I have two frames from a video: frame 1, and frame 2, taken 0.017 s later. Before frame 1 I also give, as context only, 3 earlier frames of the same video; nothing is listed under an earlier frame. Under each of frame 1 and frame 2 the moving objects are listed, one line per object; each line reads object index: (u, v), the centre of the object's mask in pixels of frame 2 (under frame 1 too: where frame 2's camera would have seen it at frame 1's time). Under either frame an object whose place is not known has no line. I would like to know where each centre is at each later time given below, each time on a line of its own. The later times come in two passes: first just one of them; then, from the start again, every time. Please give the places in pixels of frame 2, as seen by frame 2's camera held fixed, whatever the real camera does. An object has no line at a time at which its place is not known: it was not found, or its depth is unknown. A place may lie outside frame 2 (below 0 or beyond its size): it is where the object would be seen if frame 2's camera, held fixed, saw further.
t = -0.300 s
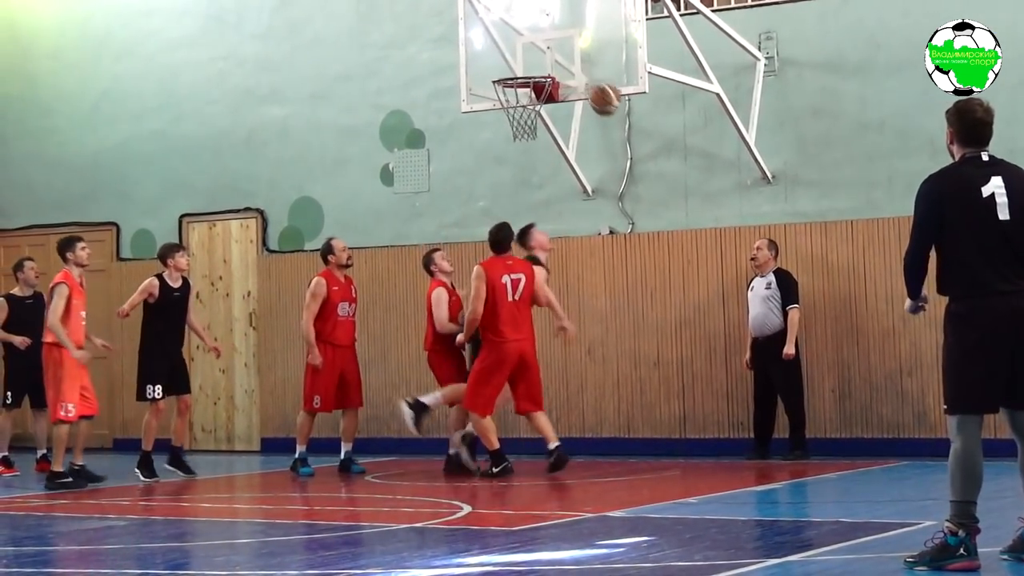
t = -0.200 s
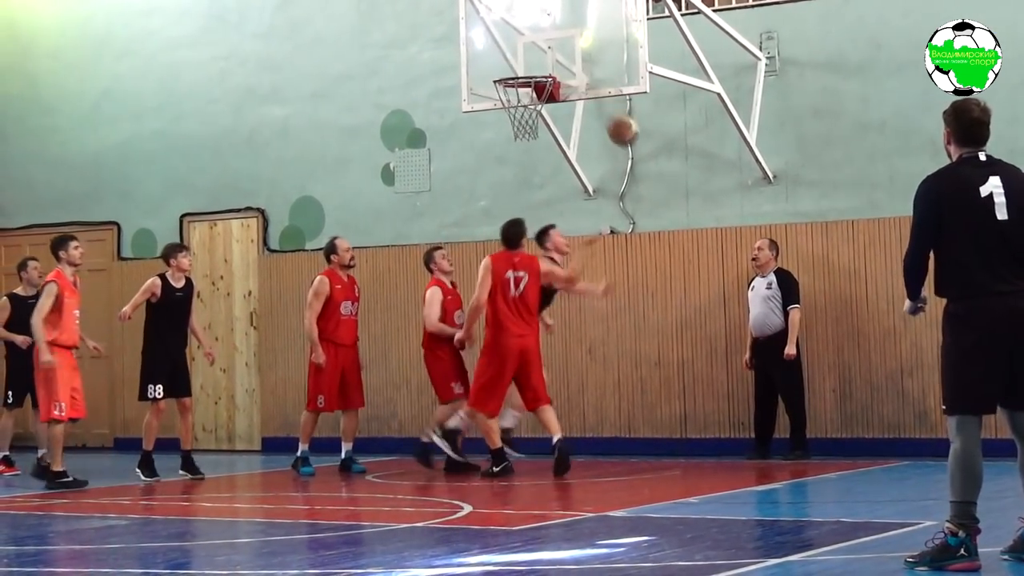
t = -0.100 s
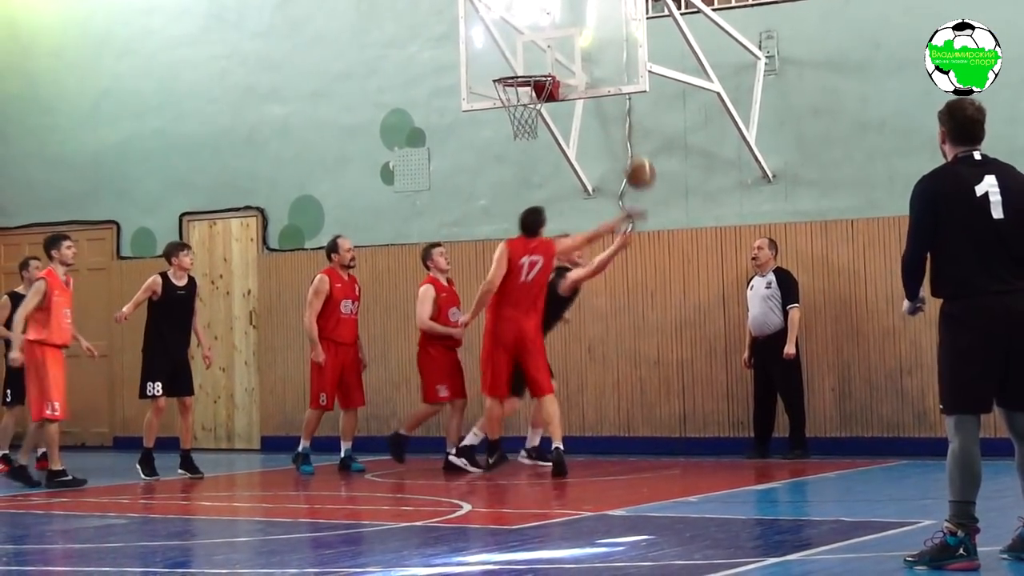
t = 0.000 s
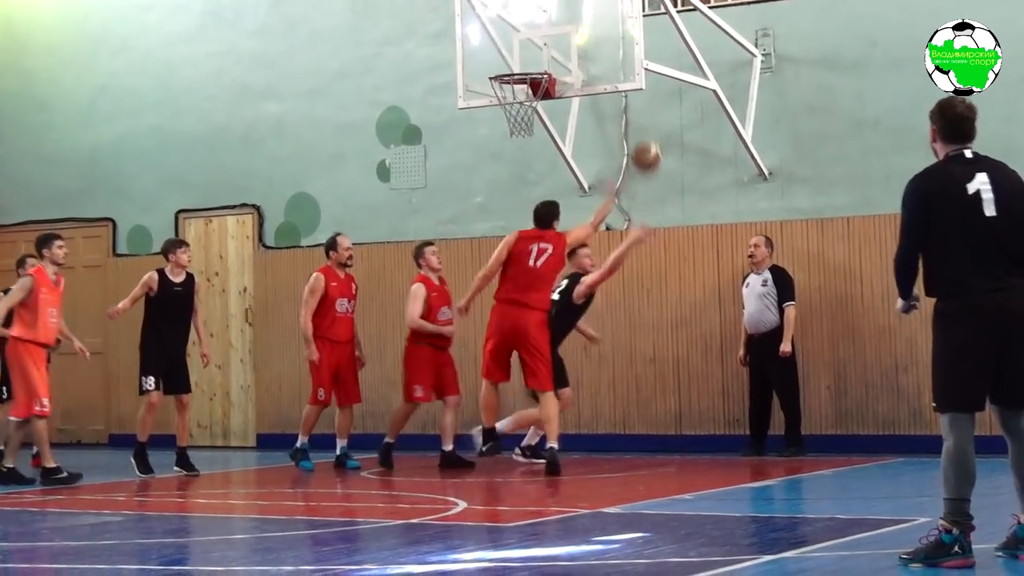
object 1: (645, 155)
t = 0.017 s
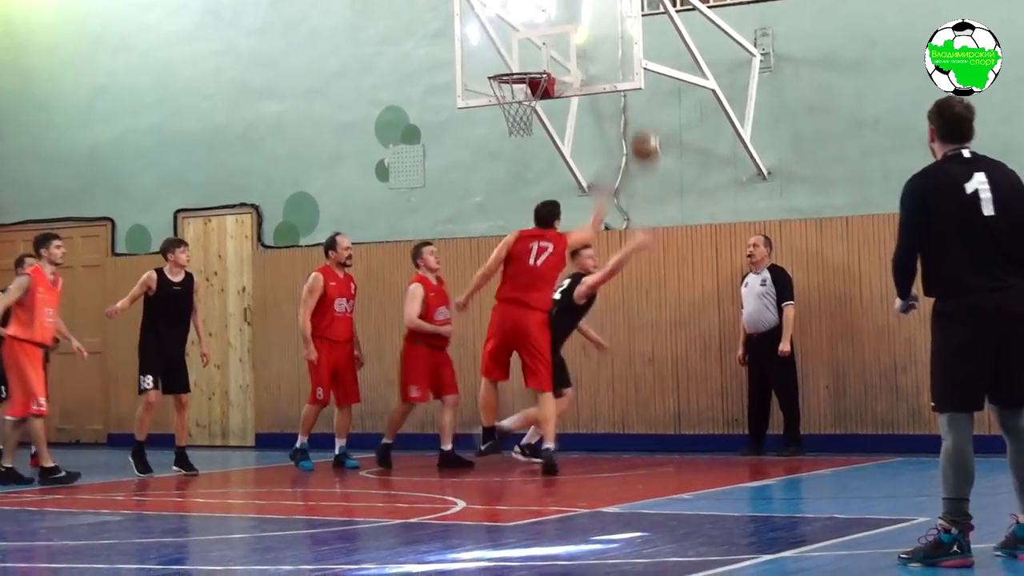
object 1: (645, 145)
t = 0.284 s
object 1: (683, 114)
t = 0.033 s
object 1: (646, 135)
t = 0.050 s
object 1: (647, 129)
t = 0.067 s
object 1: (647, 123)
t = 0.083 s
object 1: (648, 115)
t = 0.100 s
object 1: (649, 108)
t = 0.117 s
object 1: (650, 100)
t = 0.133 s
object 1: (651, 94)
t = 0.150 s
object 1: (652, 93)
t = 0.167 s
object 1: (655, 94)
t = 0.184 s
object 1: (659, 96)
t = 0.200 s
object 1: (663, 98)
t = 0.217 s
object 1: (667, 101)
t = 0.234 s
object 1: (671, 104)
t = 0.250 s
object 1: (674, 107)
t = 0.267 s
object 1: (678, 110)
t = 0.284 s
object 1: (683, 114)
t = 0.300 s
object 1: (687, 119)
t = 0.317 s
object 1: (691, 124)
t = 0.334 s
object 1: (696, 129)
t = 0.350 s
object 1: (699, 132)
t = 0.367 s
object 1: (703, 138)
